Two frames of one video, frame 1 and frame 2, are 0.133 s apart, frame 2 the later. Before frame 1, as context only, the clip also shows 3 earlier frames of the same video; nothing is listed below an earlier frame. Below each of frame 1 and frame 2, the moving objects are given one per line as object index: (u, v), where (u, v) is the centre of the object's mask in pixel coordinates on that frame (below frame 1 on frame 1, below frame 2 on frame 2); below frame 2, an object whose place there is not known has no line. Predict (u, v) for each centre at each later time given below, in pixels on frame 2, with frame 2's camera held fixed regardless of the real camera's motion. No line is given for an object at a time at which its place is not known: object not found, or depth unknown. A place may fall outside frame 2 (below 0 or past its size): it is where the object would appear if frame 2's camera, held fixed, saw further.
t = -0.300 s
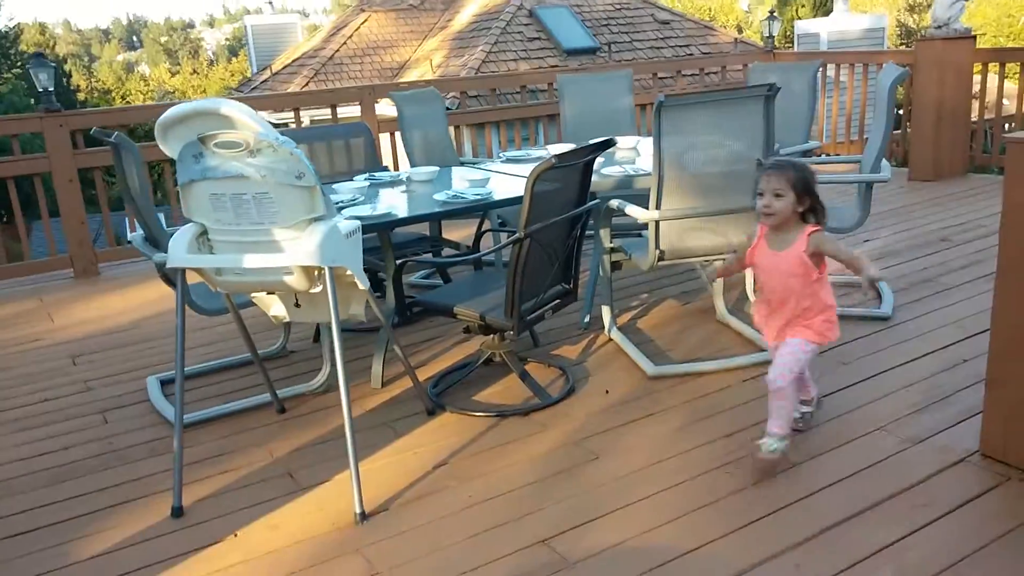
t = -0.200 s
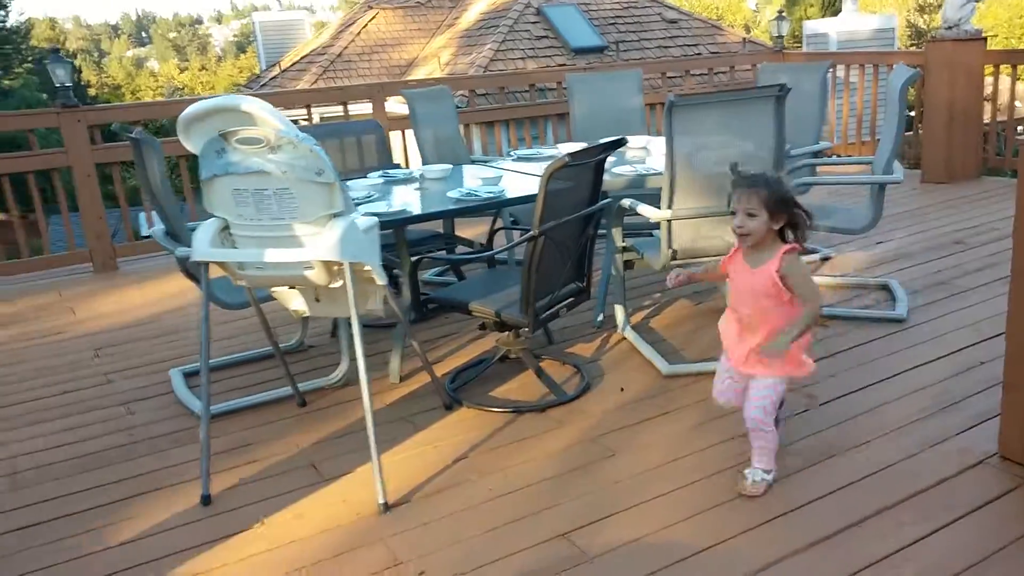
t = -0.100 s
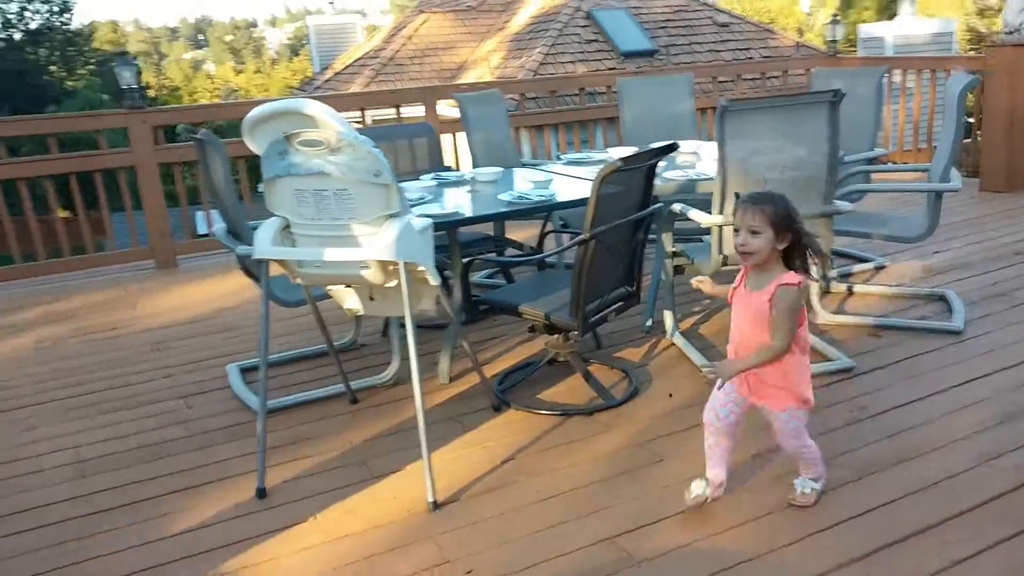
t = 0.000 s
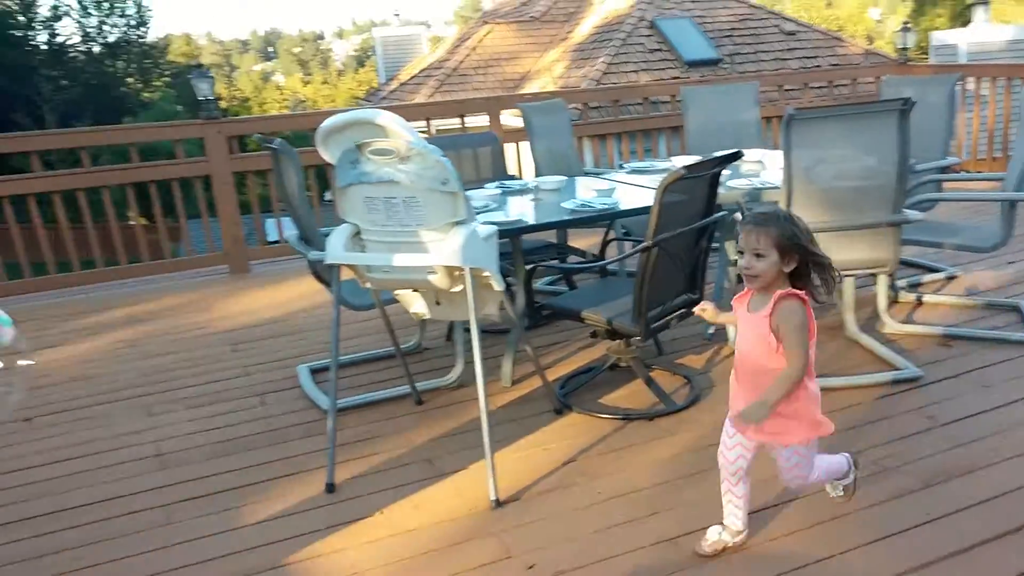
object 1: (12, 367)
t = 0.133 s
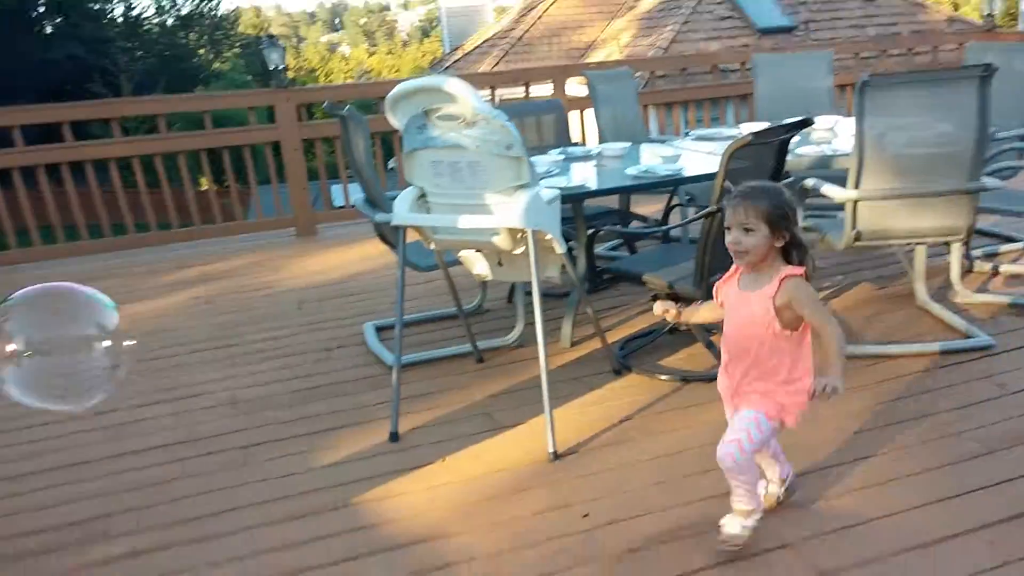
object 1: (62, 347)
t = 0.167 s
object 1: (61, 353)
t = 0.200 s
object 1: (67, 359)
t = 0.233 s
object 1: (70, 363)
